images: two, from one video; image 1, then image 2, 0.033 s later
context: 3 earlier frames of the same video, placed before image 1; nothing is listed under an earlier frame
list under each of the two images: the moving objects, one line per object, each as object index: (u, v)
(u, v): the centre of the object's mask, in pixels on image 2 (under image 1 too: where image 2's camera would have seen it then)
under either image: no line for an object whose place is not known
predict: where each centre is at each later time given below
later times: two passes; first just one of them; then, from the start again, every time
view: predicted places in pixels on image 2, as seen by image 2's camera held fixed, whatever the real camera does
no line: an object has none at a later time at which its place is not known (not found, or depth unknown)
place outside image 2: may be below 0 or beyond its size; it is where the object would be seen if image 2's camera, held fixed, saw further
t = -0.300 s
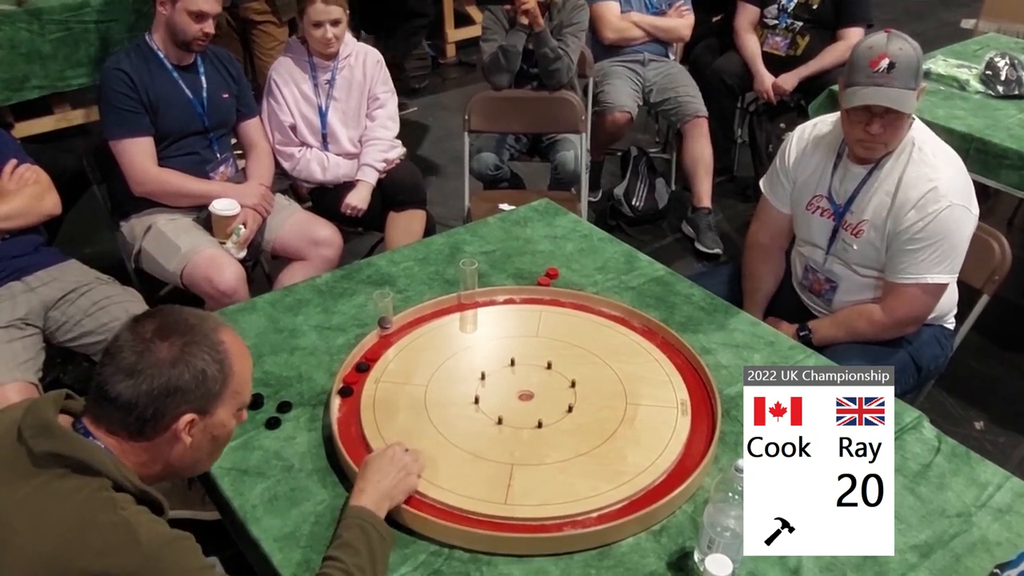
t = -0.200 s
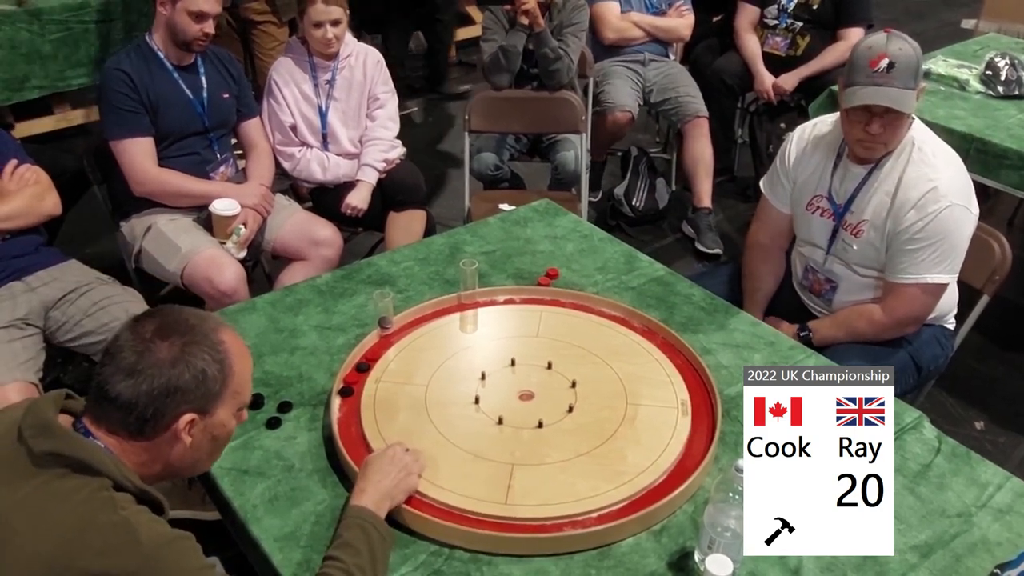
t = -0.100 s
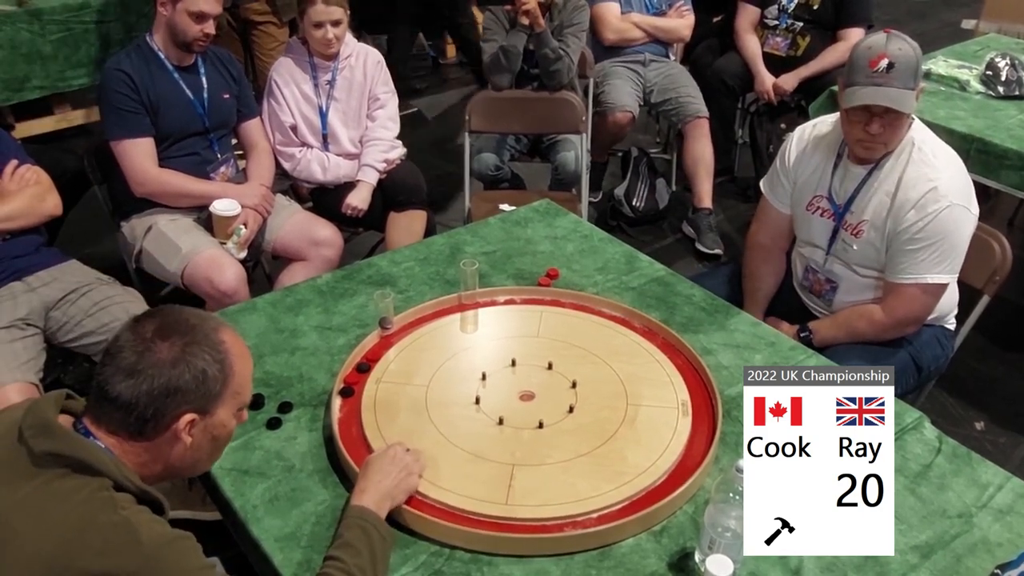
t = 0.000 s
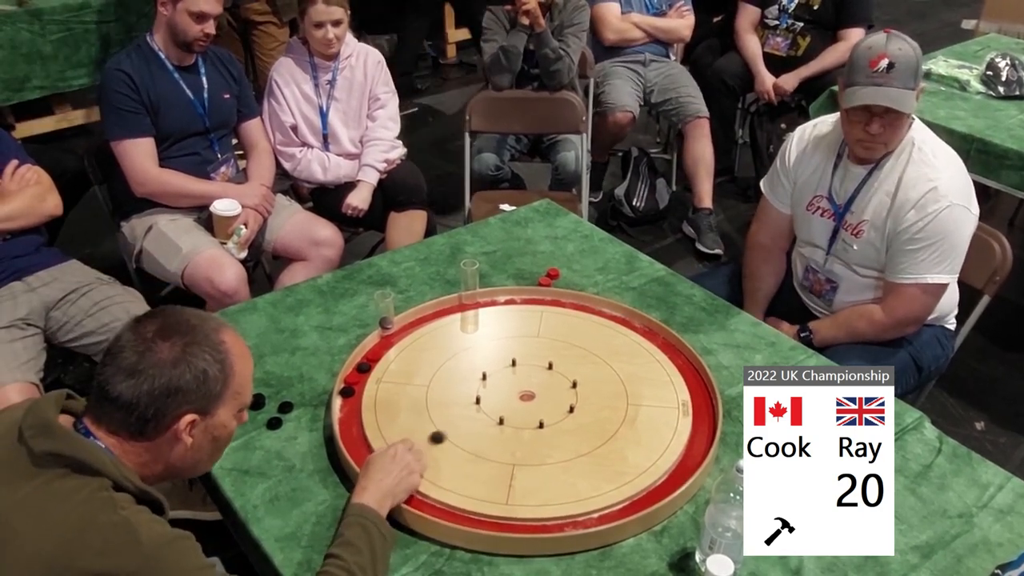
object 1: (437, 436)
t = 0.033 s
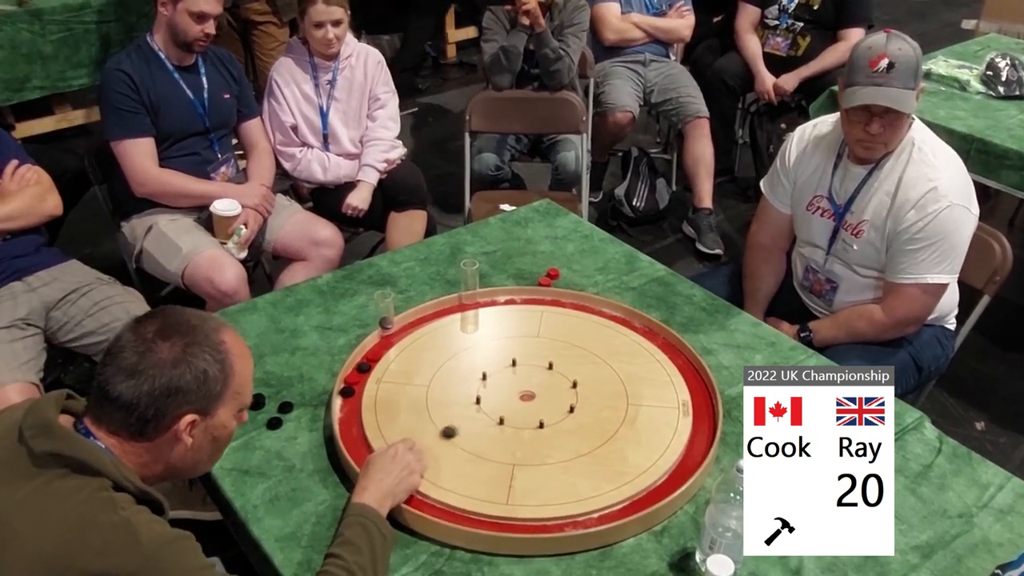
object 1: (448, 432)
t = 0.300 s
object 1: (526, 395)
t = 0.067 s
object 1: (460, 426)
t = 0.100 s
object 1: (470, 421)
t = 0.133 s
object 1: (481, 416)
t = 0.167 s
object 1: (491, 412)
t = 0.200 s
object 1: (500, 407)
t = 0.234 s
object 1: (510, 403)
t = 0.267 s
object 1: (518, 399)
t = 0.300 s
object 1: (526, 395)
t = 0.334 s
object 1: (525, 393)
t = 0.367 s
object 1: (523, 391)
